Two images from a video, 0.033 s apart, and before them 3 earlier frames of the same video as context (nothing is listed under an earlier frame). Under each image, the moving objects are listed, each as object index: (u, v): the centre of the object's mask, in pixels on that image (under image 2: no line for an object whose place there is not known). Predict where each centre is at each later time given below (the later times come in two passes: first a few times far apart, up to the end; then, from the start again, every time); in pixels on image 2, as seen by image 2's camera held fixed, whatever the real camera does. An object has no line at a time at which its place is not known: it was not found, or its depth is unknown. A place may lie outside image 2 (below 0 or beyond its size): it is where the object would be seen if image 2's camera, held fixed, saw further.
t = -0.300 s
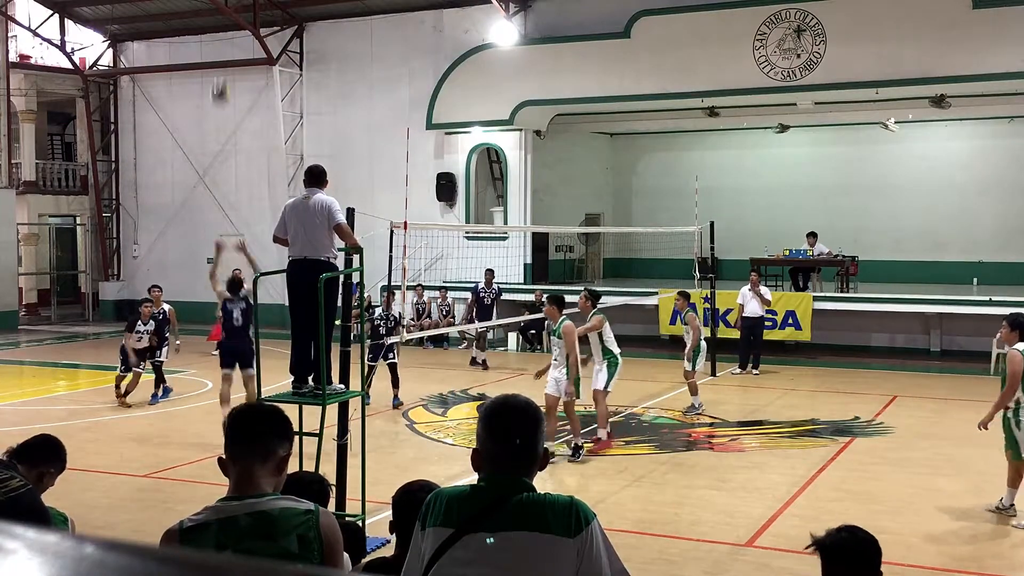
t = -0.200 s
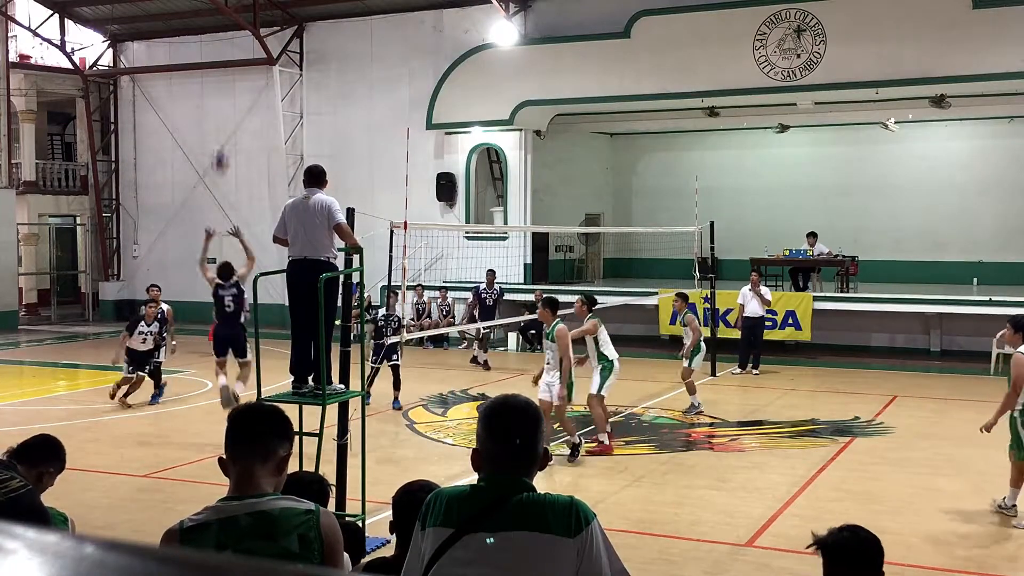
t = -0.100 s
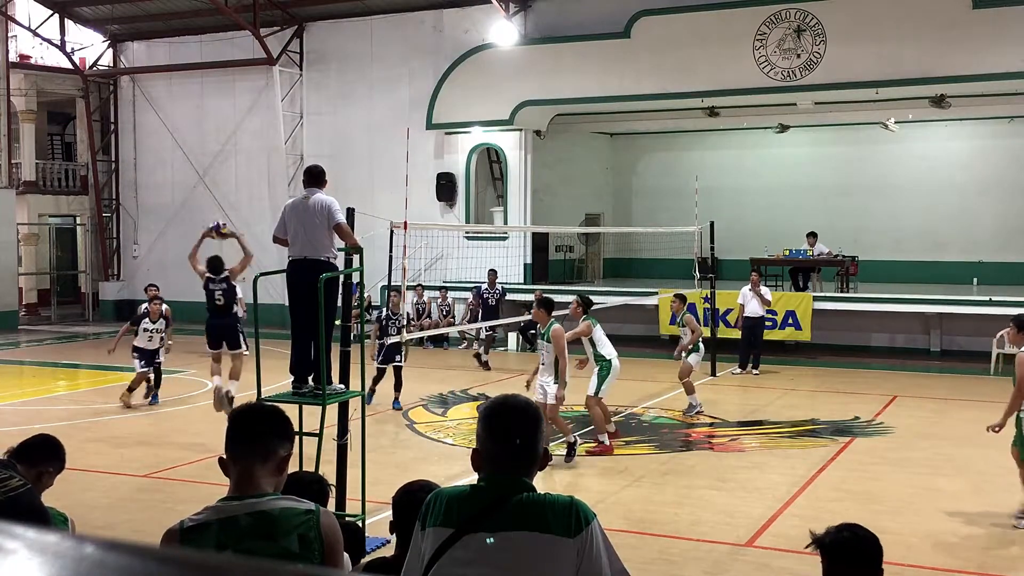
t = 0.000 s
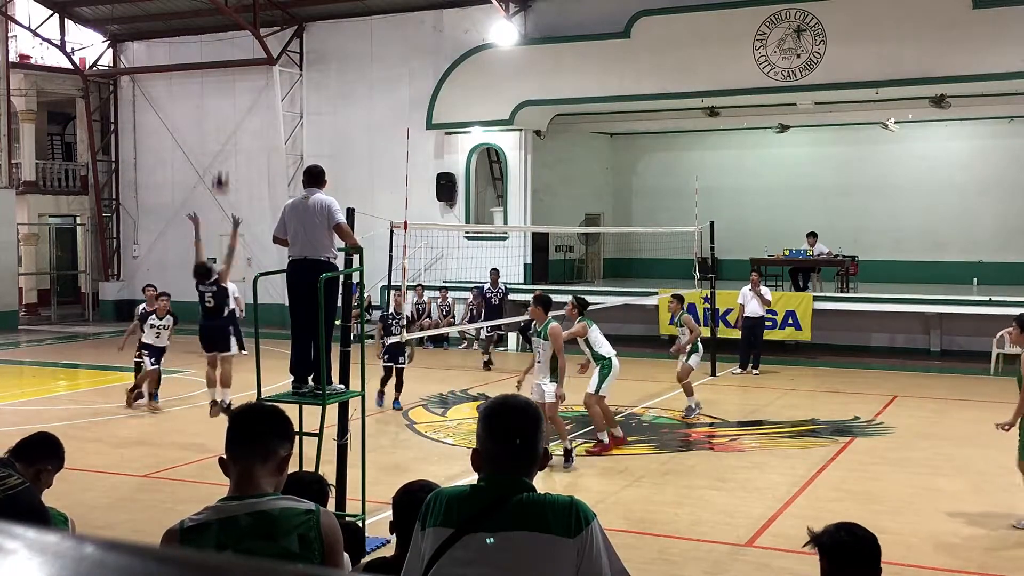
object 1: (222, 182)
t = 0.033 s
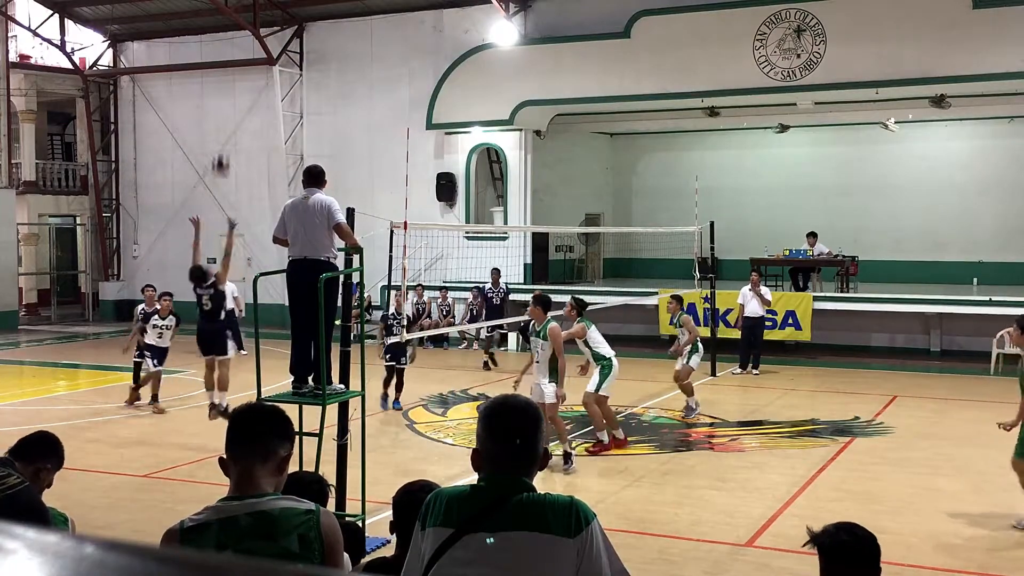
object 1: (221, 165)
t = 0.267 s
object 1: (226, 69)
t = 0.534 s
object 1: (231, 22)
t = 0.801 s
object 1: (238, 41)
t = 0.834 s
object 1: (239, 50)
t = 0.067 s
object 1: (223, 148)
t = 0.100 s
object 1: (224, 132)
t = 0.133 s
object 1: (225, 117)
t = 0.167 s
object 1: (224, 105)
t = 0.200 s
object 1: (225, 92)
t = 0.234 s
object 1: (225, 81)
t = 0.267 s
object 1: (226, 69)
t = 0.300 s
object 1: (227, 60)
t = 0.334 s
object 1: (227, 52)
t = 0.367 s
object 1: (228, 44)
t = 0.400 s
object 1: (229, 38)
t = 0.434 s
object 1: (229, 32)
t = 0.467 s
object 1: (230, 28)
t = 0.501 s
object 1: (231, 24)
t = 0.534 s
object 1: (231, 22)
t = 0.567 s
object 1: (232, 21)
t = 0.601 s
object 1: (233, 21)
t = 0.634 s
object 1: (234, 21)
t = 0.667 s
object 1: (234, 23)
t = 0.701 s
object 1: (235, 26)
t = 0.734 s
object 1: (236, 30)
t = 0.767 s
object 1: (237, 35)
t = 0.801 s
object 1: (238, 41)
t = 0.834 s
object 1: (239, 50)
